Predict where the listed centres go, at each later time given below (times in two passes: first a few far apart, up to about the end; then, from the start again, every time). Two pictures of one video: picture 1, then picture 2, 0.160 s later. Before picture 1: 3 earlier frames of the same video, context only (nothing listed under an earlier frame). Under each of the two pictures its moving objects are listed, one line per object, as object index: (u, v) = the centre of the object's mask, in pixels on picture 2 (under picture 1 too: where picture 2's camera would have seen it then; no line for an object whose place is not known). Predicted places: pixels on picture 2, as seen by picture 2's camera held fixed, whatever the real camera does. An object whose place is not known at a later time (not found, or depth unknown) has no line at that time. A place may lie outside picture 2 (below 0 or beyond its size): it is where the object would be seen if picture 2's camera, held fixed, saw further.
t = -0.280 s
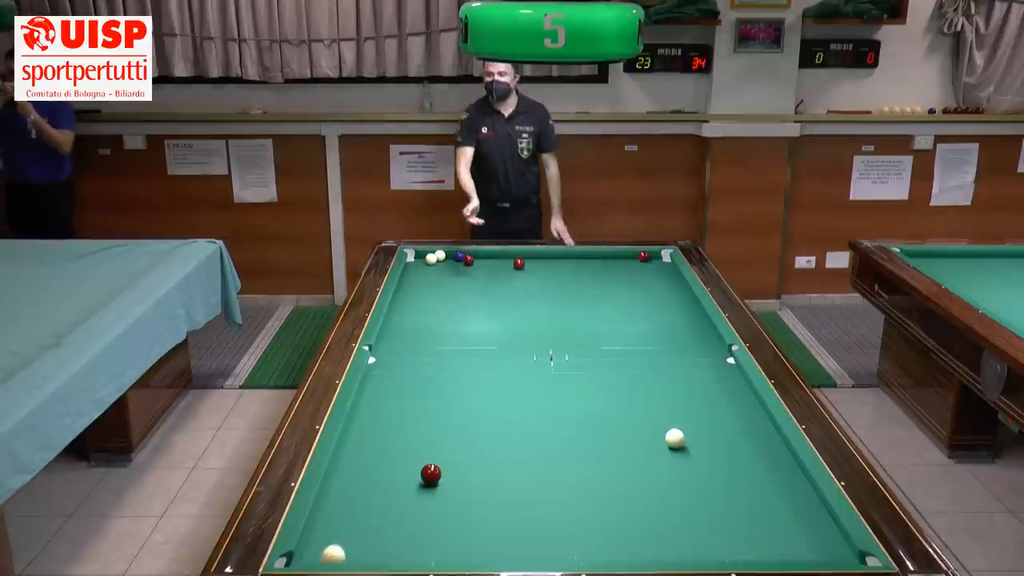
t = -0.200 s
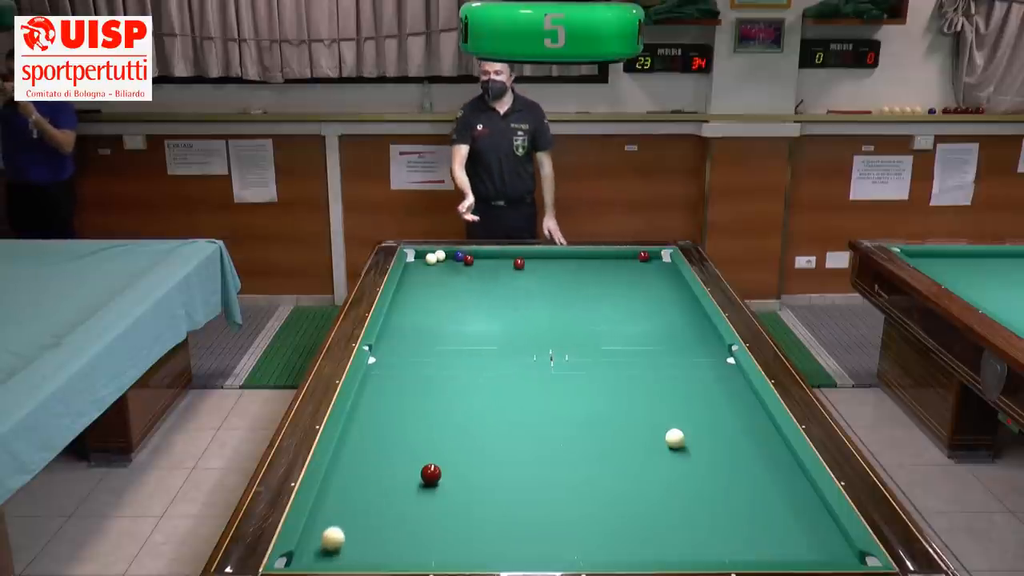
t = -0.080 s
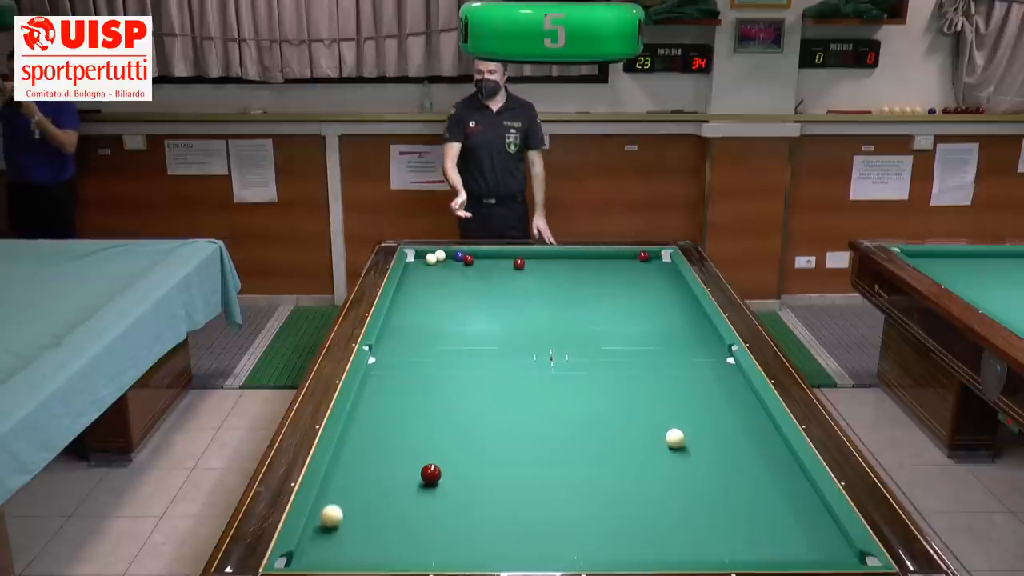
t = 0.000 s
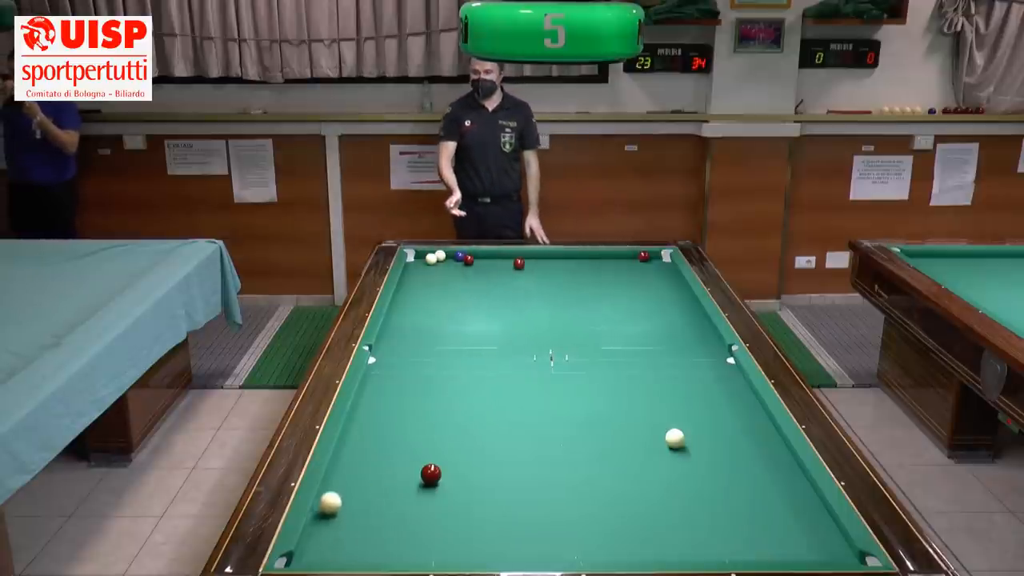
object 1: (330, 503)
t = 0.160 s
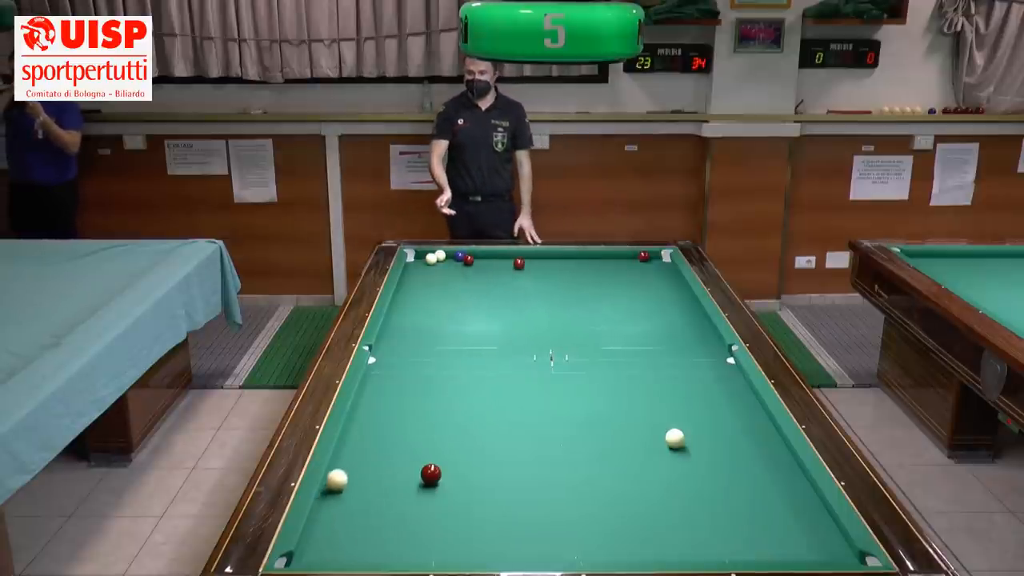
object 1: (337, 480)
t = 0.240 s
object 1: (343, 470)
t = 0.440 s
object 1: (357, 446)
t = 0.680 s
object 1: (372, 421)
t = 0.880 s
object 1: (383, 403)
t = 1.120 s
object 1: (395, 383)
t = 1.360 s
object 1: (405, 365)
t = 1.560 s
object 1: (413, 351)
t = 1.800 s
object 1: (422, 336)
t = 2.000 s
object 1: (429, 325)
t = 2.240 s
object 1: (436, 313)
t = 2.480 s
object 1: (442, 302)
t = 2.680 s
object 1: (447, 293)
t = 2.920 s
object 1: (453, 284)
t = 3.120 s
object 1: (457, 276)
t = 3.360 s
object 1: (462, 268)
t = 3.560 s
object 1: (465, 263)
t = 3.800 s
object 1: (464, 261)
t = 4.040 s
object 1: (463, 259)
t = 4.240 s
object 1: (463, 258)
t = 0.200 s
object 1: (340, 475)
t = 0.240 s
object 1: (343, 470)
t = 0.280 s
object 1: (345, 465)
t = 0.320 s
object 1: (349, 460)
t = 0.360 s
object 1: (351, 456)
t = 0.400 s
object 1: (354, 451)
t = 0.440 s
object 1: (357, 446)
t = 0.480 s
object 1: (360, 442)
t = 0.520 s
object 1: (362, 437)
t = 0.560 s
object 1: (365, 433)
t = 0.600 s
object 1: (367, 429)
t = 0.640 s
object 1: (370, 425)
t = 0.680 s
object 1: (372, 421)
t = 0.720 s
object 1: (374, 417)
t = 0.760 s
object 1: (377, 413)
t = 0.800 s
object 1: (379, 410)
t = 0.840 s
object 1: (381, 406)
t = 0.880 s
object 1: (383, 403)
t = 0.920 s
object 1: (385, 399)
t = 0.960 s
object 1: (387, 396)
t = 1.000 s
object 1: (389, 392)
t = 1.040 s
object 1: (391, 389)
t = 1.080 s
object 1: (393, 386)
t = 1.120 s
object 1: (395, 383)
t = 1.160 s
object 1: (397, 379)
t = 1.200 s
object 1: (399, 376)
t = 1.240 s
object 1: (400, 373)
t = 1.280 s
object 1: (402, 370)
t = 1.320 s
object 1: (404, 367)
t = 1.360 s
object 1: (405, 365)
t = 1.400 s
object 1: (407, 362)
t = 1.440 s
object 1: (409, 359)
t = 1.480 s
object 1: (410, 356)
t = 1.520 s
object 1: (412, 354)
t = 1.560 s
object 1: (413, 351)
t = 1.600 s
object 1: (415, 348)
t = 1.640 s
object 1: (416, 346)
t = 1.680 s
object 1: (418, 344)
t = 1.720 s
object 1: (419, 341)
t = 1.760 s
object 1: (421, 339)
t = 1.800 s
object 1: (422, 336)
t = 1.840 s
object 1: (423, 334)
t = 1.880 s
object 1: (425, 332)
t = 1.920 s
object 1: (426, 329)
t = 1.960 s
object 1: (427, 327)
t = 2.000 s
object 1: (429, 325)
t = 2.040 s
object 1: (430, 323)
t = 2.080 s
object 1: (431, 321)
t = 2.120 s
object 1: (432, 319)
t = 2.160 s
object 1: (433, 317)
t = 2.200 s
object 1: (435, 315)
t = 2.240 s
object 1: (436, 313)
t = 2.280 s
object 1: (437, 311)
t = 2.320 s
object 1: (438, 309)
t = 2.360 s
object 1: (439, 307)
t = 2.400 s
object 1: (440, 305)
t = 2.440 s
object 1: (441, 304)
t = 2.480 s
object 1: (442, 302)
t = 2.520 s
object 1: (443, 300)
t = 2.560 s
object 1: (444, 298)
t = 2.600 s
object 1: (445, 297)
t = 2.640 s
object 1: (446, 295)
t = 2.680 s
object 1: (447, 293)
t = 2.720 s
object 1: (448, 291)
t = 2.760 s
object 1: (449, 290)
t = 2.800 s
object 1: (450, 288)
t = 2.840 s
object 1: (451, 287)
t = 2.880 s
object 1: (452, 285)
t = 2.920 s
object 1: (453, 284)
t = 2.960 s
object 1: (454, 282)
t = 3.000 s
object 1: (454, 281)
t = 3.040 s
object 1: (455, 279)
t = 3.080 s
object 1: (456, 278)
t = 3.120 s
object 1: (457, 276)
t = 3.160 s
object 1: (458, 275)
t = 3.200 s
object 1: (459, 274)
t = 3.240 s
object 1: (459, 272)
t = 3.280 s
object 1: (460, 271)
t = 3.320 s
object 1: (461, 269)
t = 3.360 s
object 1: (462, 268)
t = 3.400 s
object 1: (463, 267)
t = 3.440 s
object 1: (463, 266)
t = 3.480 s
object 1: (464, 264)
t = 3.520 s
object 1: (465, 263)
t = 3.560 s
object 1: (465, 263)
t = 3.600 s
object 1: (465, 262)
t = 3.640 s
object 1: (464, 262)
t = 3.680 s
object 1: (464, 262)
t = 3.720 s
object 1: (464, 262)
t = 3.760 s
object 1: (464, 261)
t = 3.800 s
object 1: (464, 261)
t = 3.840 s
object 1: (464, 261)
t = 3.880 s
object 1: (464, 260)
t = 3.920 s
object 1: (464, 260)
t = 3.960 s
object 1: (464, 260)
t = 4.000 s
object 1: (463, 259)
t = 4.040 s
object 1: (463, 259)
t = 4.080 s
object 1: (463, 259)
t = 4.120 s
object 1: (463, 259)
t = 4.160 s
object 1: (463, 258)
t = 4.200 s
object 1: (463, 258)
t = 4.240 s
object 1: (463, 258)
